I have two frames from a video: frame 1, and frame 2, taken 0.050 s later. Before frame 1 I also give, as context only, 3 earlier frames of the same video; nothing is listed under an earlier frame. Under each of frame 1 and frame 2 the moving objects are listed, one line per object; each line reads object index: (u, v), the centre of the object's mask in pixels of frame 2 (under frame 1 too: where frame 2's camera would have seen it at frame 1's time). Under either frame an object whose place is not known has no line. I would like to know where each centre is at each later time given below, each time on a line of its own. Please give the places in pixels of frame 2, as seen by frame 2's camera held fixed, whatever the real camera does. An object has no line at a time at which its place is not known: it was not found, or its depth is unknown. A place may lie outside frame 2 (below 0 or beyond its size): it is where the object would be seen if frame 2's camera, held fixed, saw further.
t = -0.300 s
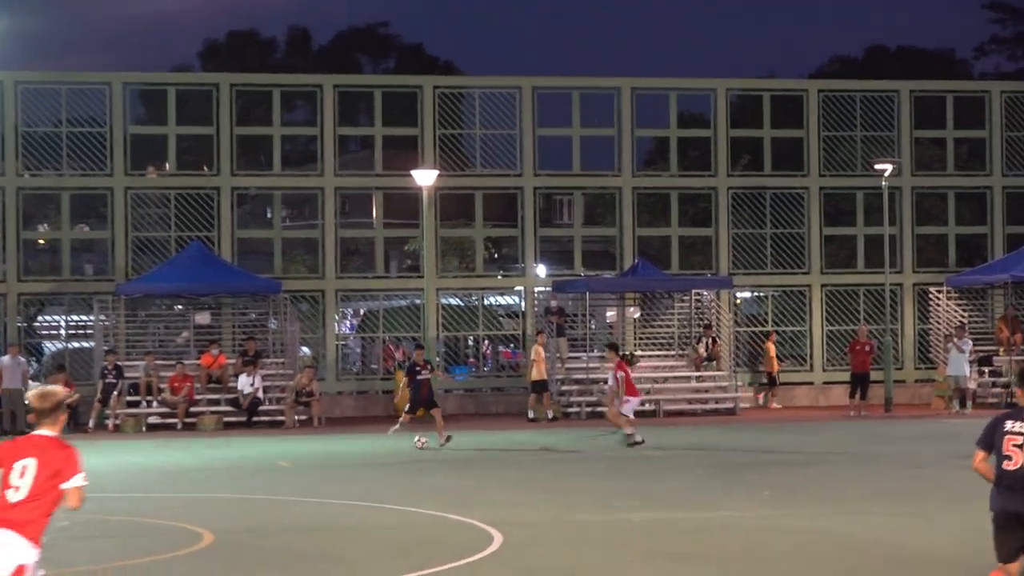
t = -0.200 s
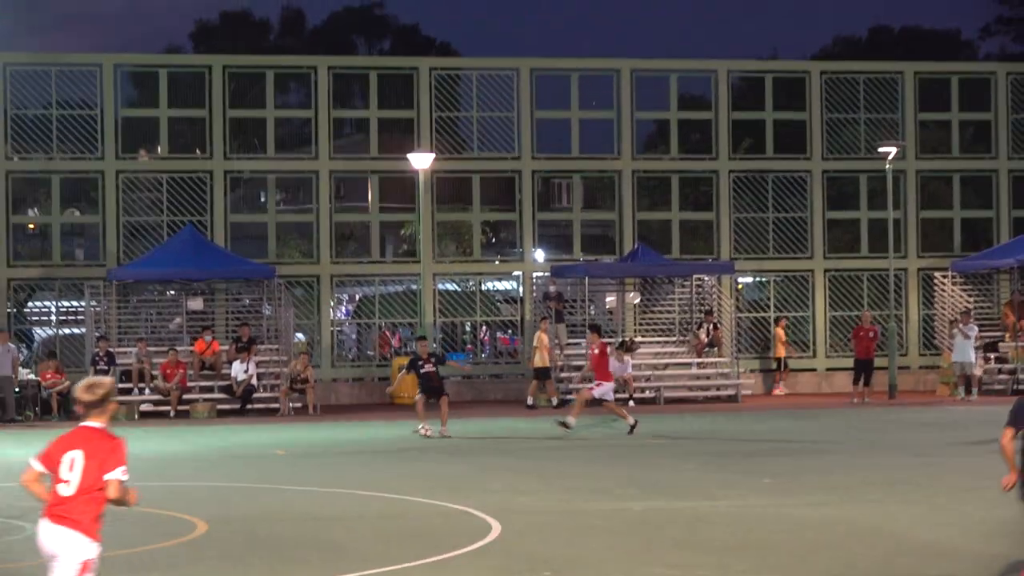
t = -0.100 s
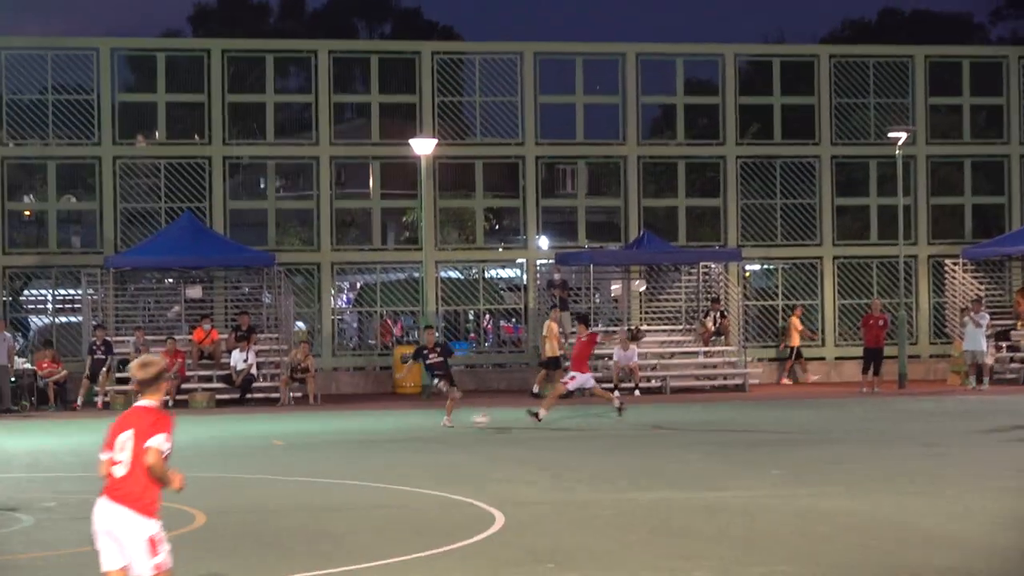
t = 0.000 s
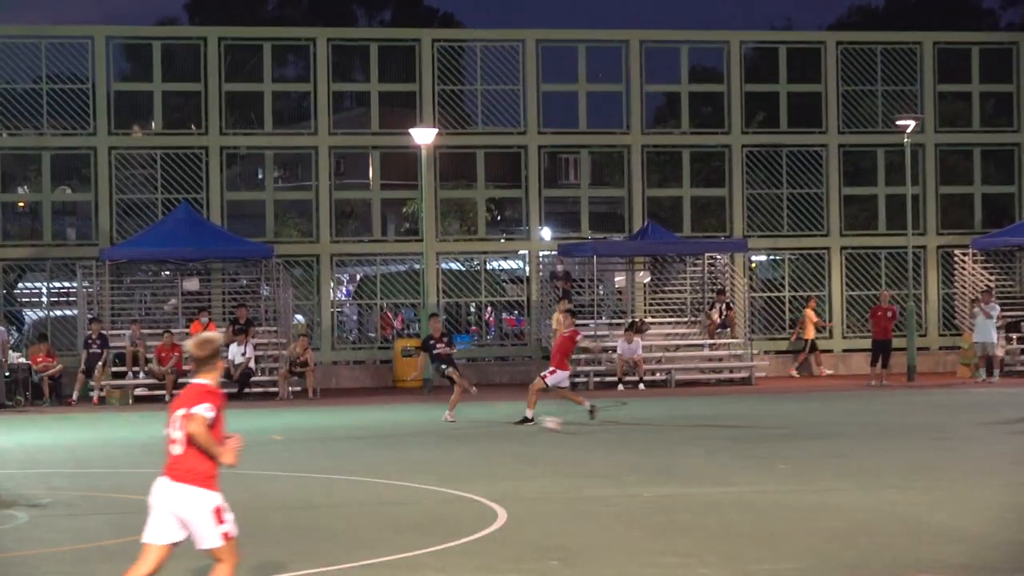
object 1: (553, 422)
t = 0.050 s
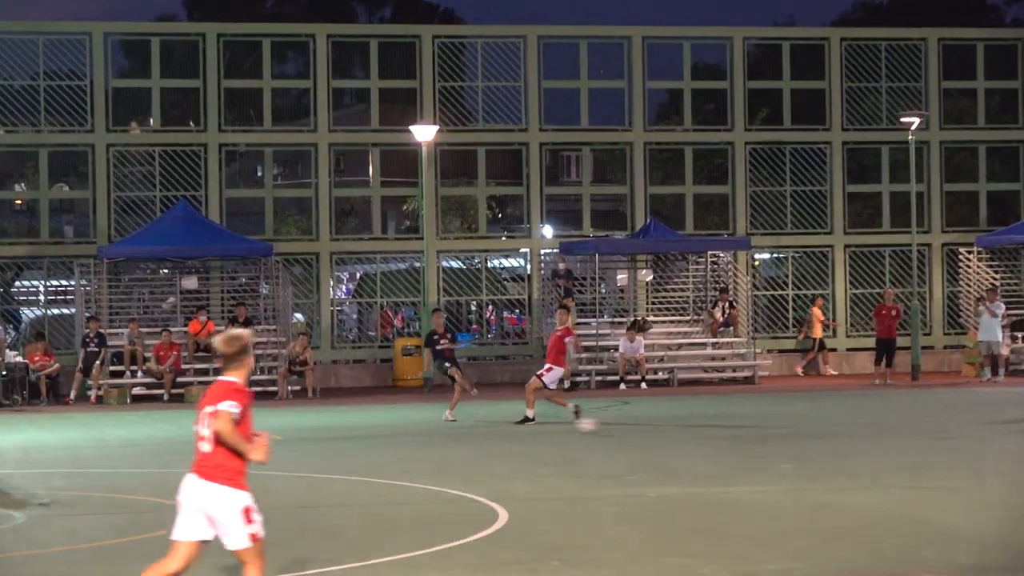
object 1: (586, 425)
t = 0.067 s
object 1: (598, 426)
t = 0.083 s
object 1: (610, 425)
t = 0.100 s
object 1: (620, 427)
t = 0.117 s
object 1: (633, 427)
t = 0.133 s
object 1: (645, 429)
